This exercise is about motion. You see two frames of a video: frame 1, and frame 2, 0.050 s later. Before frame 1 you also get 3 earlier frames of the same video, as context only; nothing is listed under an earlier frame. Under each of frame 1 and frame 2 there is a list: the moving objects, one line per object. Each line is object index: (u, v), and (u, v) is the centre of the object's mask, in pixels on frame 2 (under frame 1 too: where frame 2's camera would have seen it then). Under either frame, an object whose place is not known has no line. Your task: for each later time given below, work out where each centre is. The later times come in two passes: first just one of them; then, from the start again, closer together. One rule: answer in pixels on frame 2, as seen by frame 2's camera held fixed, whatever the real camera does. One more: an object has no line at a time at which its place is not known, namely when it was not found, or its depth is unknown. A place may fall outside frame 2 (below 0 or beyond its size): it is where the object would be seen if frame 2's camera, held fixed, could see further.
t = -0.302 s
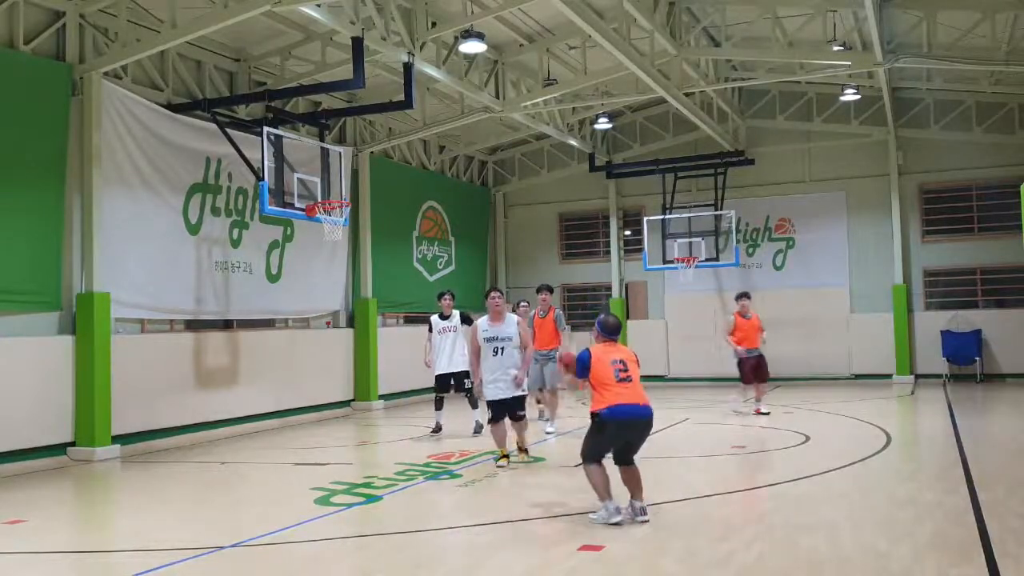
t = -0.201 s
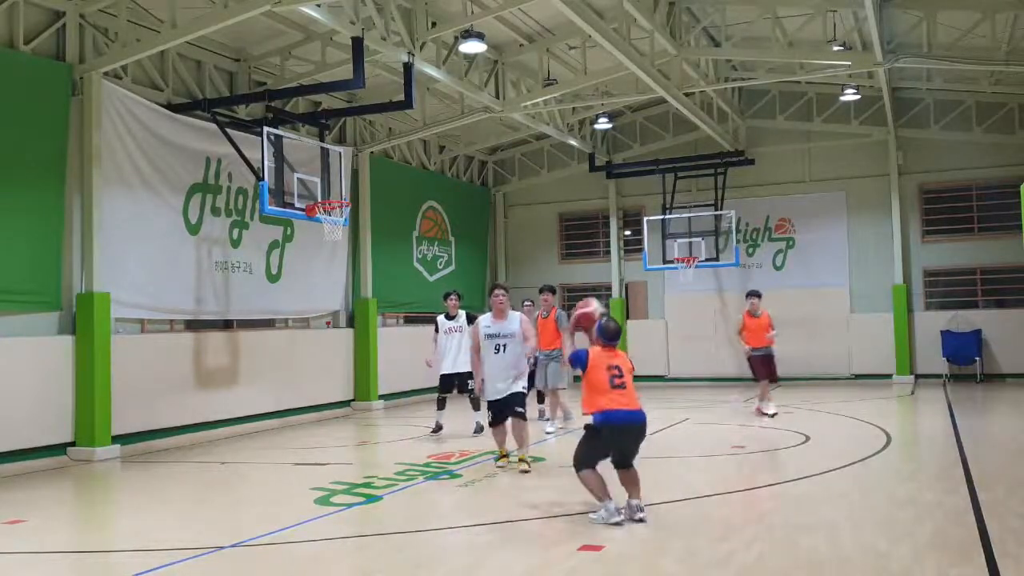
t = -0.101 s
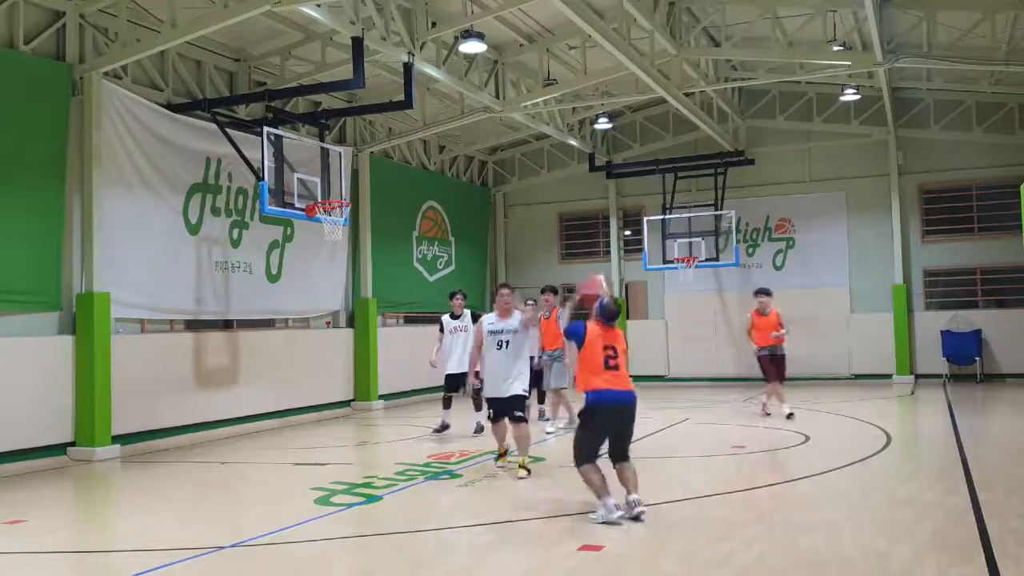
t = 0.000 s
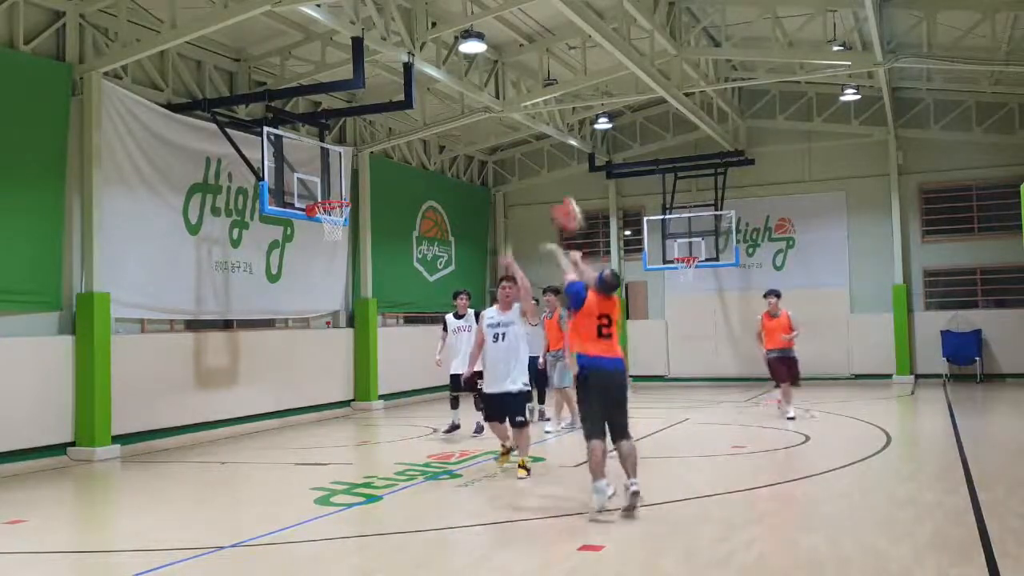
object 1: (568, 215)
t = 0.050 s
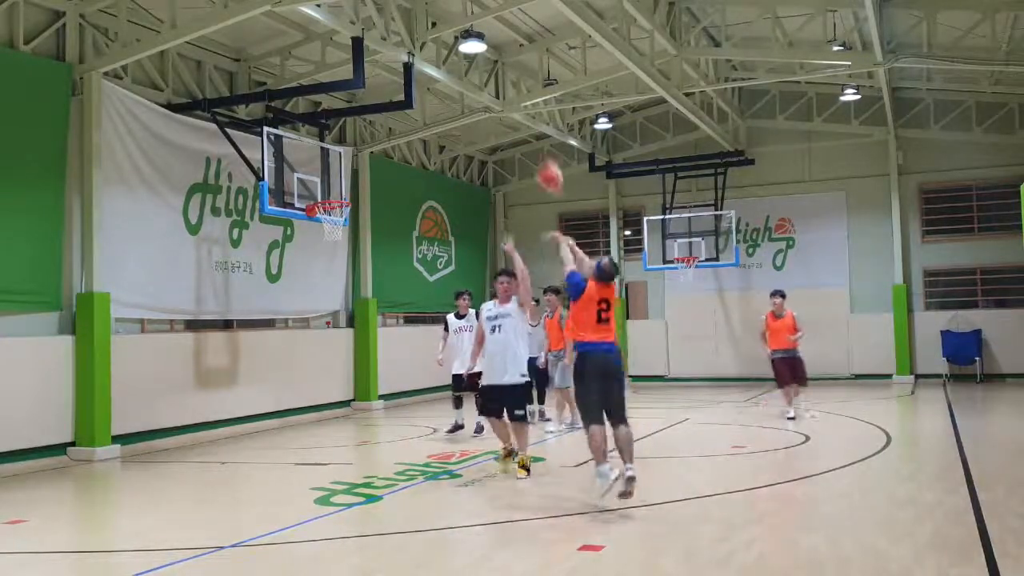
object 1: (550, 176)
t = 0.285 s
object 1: (481, 67)
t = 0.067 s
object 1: (546, 165)
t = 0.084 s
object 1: (540, 155)
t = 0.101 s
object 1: (535, 146)
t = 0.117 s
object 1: (528, 136)
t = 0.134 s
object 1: (524, 129)
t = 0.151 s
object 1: (519, 118)
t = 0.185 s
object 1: (509, 102)
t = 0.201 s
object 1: (504, 96)
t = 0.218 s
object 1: (501, 90)
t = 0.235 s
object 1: (497, 86)
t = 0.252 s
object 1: (492, 81)
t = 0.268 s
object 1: (482, 71)
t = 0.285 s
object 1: (481, 67)
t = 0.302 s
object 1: (476, 63)
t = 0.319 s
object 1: (473, 56)
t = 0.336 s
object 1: (469, 51)
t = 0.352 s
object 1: (463, 49)
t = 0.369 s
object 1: (461, 43)
